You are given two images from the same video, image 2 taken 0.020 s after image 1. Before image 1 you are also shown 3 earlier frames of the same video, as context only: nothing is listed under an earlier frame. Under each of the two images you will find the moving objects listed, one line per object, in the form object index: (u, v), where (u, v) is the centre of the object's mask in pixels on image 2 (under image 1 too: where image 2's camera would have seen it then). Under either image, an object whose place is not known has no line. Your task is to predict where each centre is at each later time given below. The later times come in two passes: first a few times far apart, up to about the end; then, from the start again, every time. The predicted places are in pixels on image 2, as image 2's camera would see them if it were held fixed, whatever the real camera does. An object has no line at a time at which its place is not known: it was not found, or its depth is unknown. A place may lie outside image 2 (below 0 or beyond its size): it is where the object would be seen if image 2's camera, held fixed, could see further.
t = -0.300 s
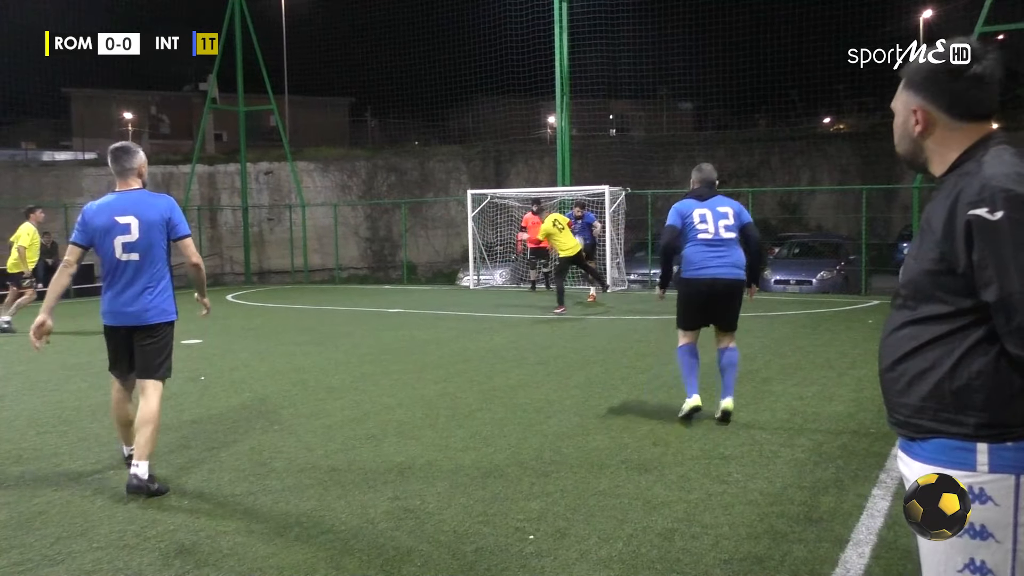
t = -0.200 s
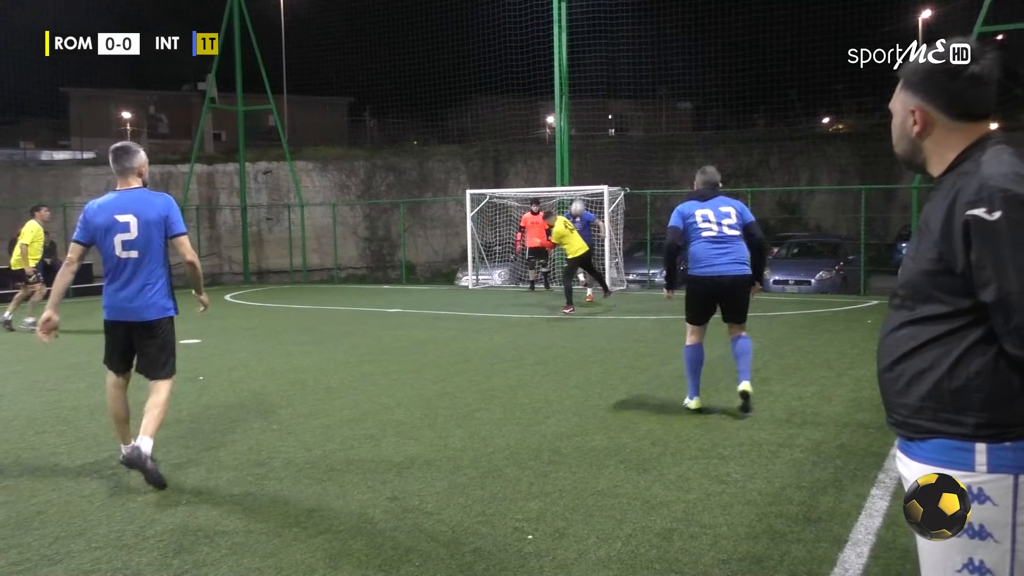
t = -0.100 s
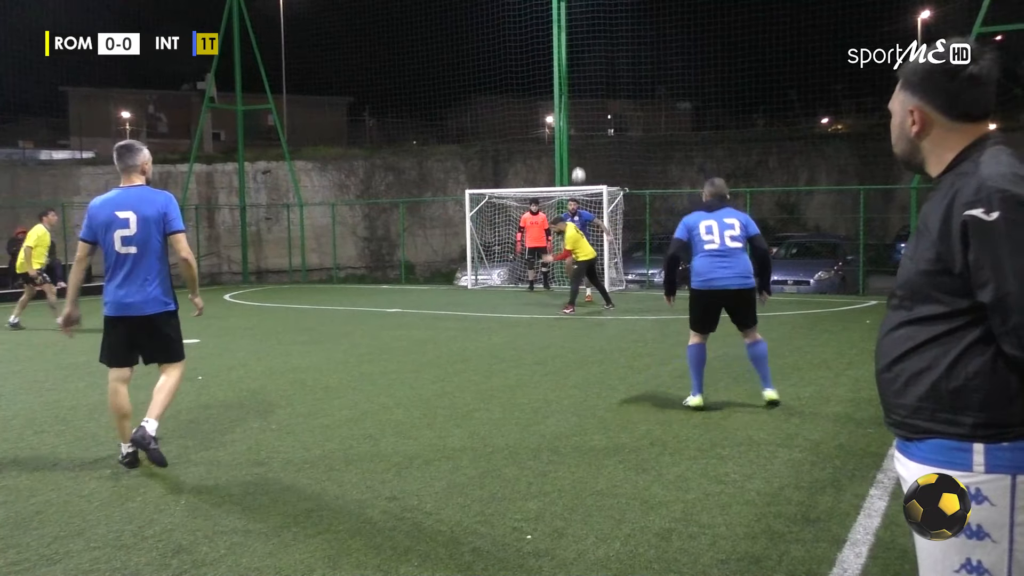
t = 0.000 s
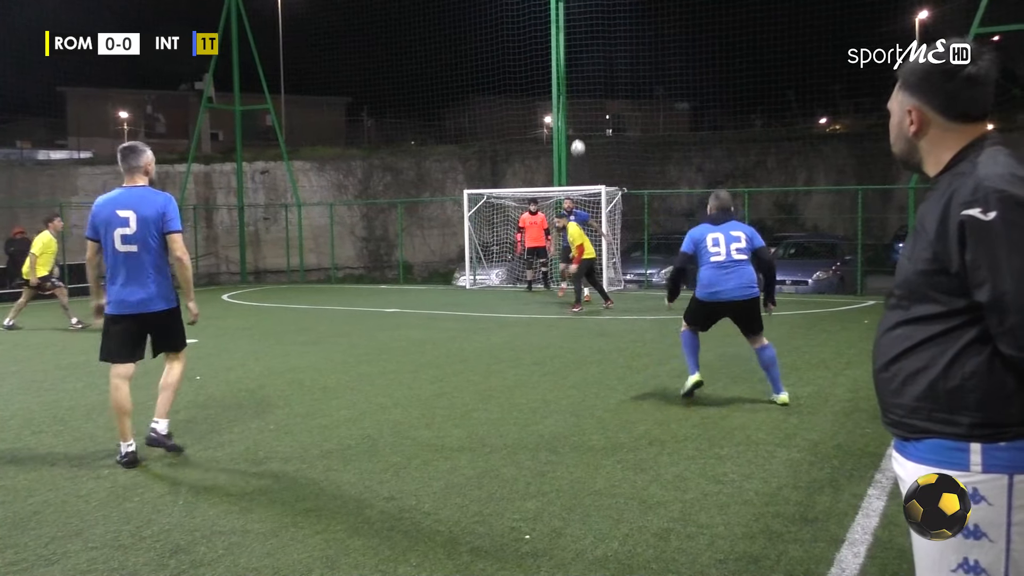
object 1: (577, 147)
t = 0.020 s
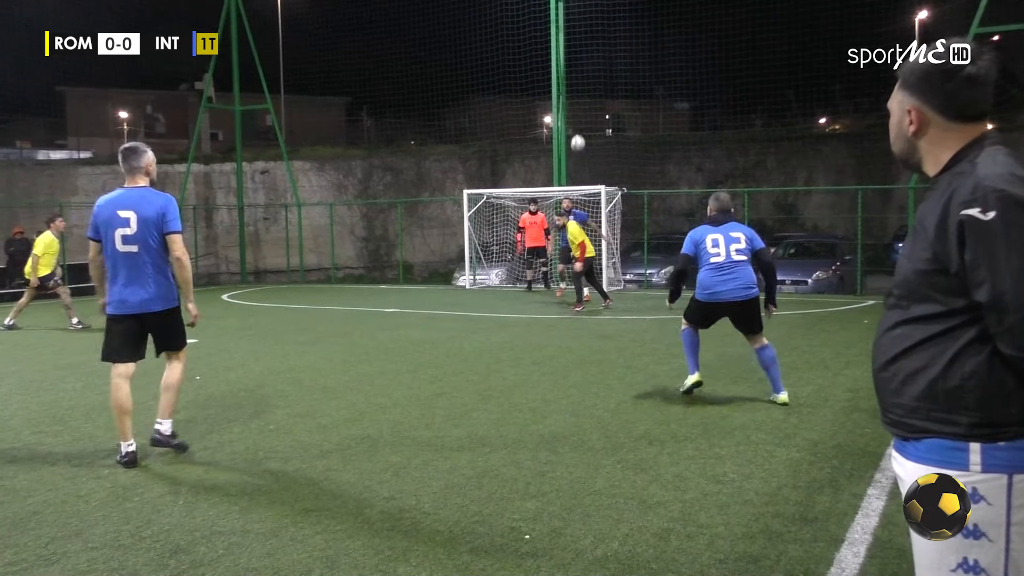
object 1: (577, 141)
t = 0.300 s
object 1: (581, 98)
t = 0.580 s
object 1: (586, 111)
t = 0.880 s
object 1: (594, 203)
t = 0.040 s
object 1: (577, 136)
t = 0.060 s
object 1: (577, 132)
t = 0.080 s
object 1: (577, 127)
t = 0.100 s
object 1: (577, 123)
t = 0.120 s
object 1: (577, 120)
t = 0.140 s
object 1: (577, 117)
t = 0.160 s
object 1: (578, 114)
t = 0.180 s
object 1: (578, 111)
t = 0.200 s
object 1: (579, 108)
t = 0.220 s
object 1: (579, 106)
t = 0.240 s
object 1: (580, 103)
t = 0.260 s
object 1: (580, 102)
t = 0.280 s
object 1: (580, 100)
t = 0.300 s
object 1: (581, 98)
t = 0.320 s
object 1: (581, 97)
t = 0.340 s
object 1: (582, 97)
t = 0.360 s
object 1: (583, 97)
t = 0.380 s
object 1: (583, 96)
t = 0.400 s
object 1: (583, 96)
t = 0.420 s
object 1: (584, 95)
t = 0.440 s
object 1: (584, 95)
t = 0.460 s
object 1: (584, 98)
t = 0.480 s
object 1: (585, 99)
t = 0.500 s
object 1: (585, 101)
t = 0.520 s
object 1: (585, 103)
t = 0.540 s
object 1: (586, 105)
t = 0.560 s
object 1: (586, 108)
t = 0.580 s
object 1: (586, 111)
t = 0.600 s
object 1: (587, 115)
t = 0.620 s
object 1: (588, 118)
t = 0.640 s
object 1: (588, 123)
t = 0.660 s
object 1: (589, 127)
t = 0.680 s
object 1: (589, 132)
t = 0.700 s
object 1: (590, 137)
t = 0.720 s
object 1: (591, 143)
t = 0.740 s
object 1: (591, 149)
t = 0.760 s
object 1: (592, 155)
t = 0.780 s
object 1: (593, 162)
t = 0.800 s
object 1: (593, 169)
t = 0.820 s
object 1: (594, 176)
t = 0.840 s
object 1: (594, 184)
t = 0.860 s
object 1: (595, 193)
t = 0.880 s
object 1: (594, 203)
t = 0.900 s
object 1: (594, 212)
